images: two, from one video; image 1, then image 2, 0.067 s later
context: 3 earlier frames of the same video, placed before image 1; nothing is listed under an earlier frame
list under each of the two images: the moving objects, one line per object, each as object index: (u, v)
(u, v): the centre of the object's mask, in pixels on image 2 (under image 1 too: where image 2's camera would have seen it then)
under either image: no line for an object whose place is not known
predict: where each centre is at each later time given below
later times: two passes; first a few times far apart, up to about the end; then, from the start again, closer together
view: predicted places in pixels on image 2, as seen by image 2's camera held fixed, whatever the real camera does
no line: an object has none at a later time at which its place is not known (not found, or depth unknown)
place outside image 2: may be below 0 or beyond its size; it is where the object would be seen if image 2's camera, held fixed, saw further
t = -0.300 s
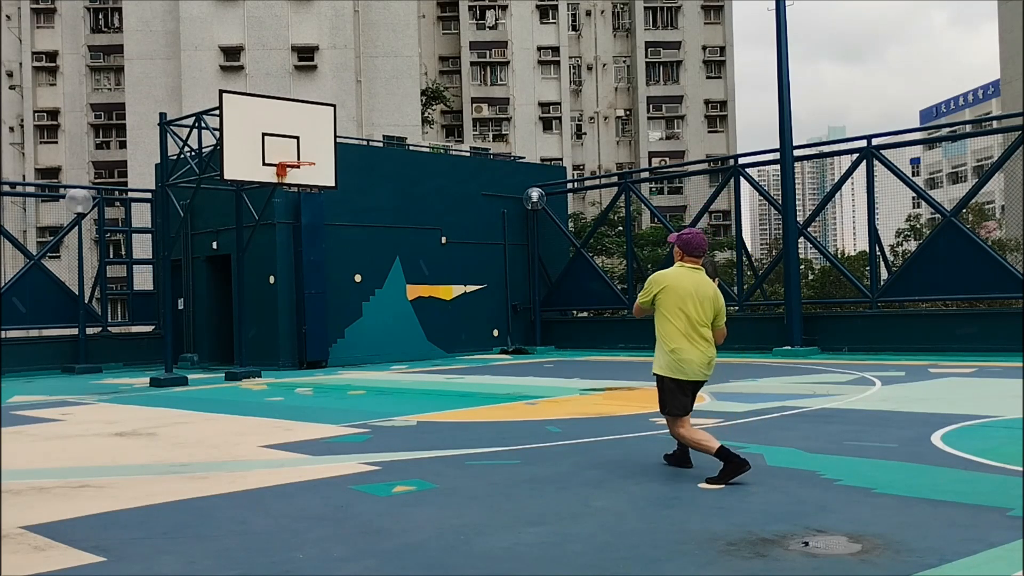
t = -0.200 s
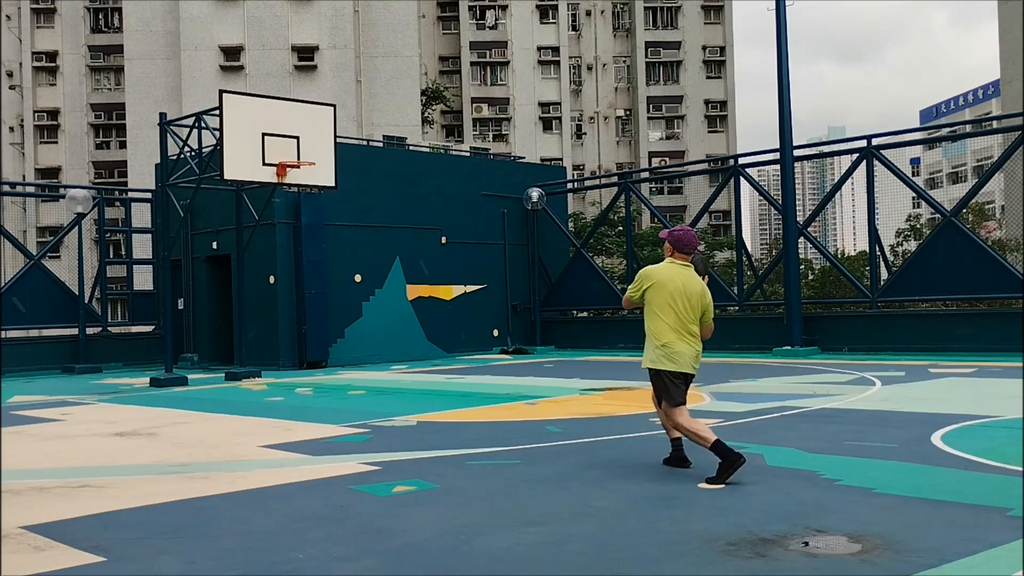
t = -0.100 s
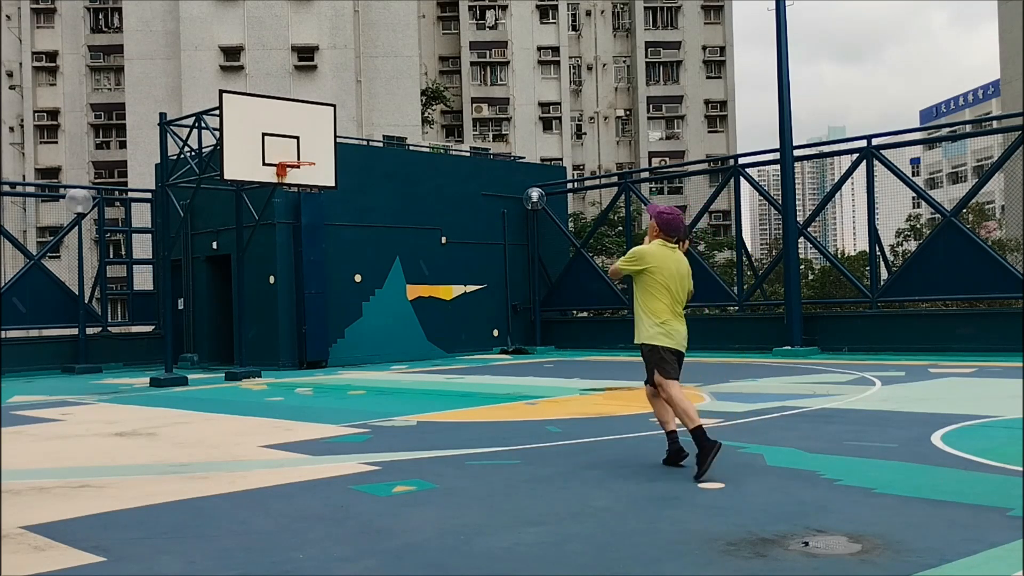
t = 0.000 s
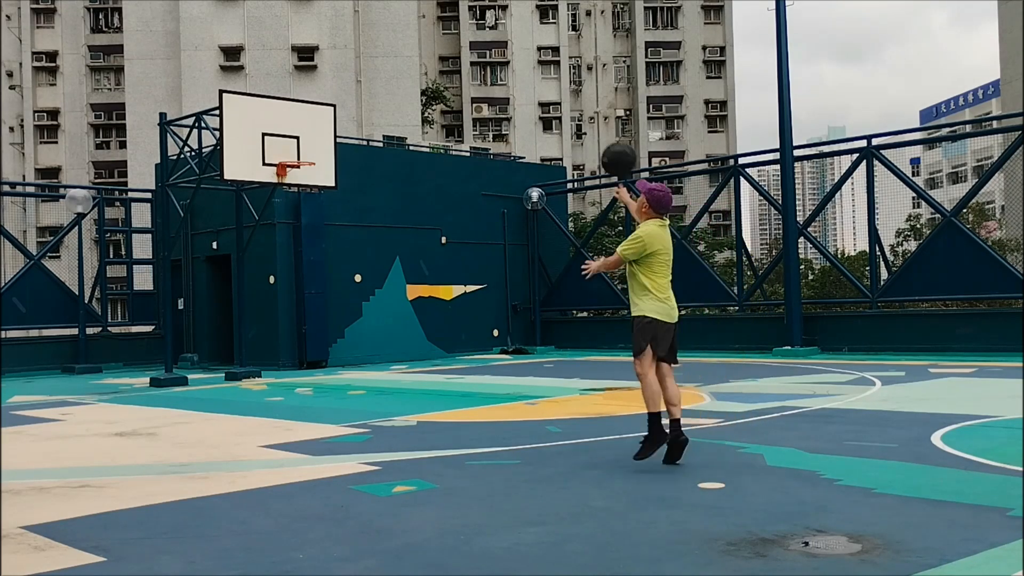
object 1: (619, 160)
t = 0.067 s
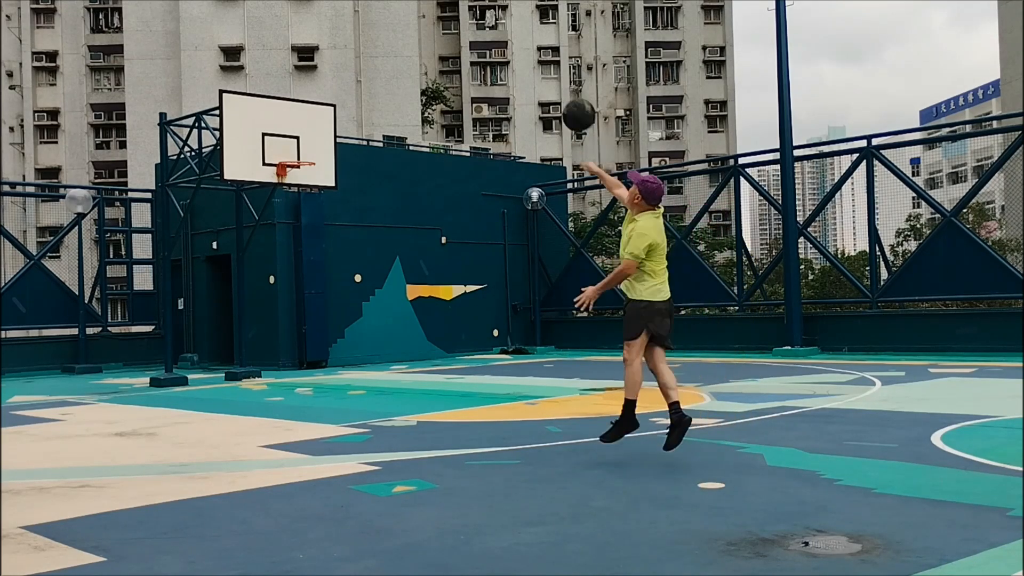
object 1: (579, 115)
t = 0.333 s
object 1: (456, 28)
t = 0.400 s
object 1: (433, 21)
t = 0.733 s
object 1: (342, 55)
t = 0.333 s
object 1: (456, 28)
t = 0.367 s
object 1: (445, 24)
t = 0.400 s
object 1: (433, 21)
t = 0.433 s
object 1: (422, 20)
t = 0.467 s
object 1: (412, 20)
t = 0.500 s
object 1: (402, 22)
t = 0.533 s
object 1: (392, 24)
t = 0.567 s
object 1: (383, 27)
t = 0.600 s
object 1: (374, 31)
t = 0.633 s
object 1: (365, 36)
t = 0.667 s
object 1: (357, 42)
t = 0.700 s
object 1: (349, 48)
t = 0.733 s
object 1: (342, 55)
